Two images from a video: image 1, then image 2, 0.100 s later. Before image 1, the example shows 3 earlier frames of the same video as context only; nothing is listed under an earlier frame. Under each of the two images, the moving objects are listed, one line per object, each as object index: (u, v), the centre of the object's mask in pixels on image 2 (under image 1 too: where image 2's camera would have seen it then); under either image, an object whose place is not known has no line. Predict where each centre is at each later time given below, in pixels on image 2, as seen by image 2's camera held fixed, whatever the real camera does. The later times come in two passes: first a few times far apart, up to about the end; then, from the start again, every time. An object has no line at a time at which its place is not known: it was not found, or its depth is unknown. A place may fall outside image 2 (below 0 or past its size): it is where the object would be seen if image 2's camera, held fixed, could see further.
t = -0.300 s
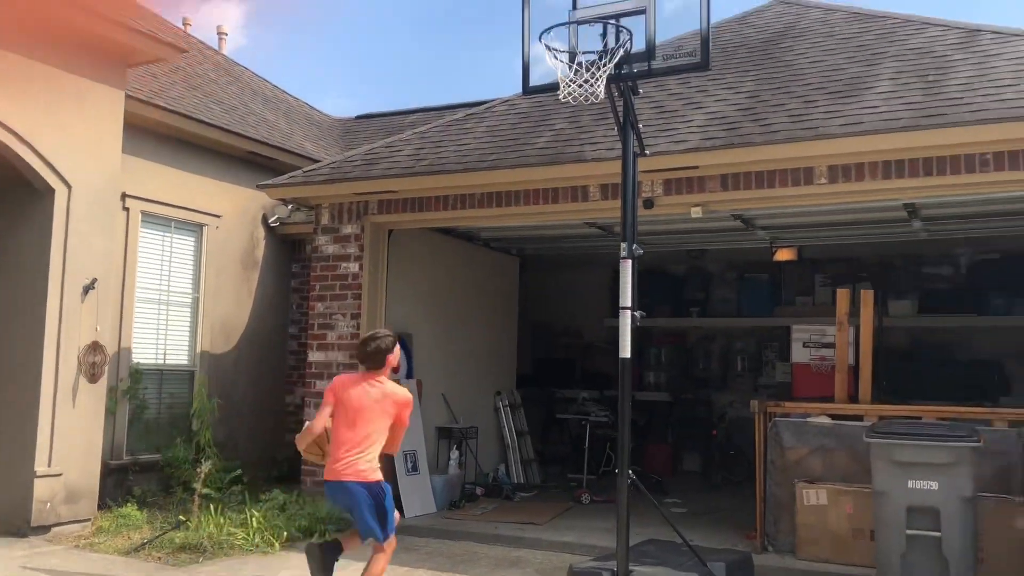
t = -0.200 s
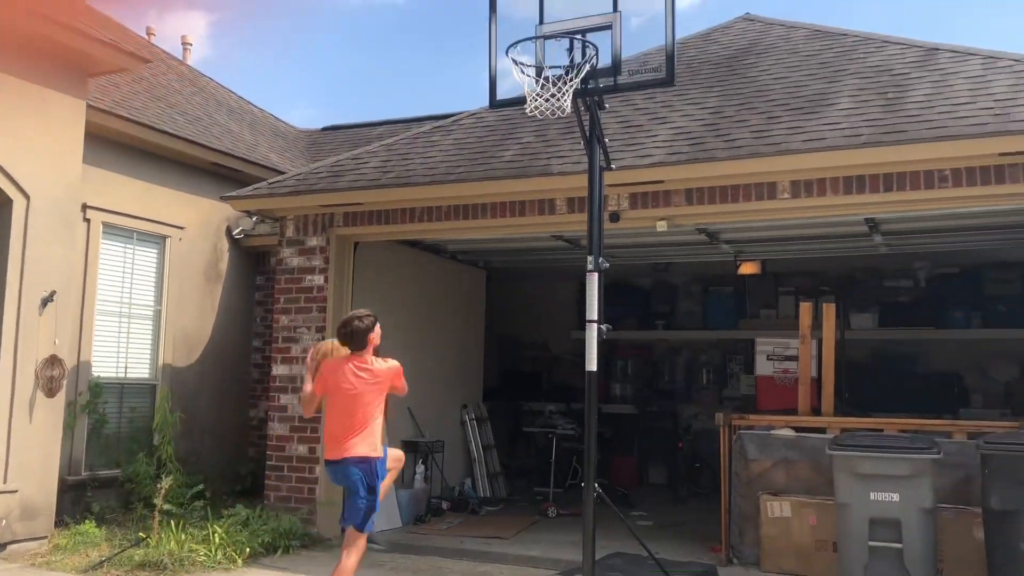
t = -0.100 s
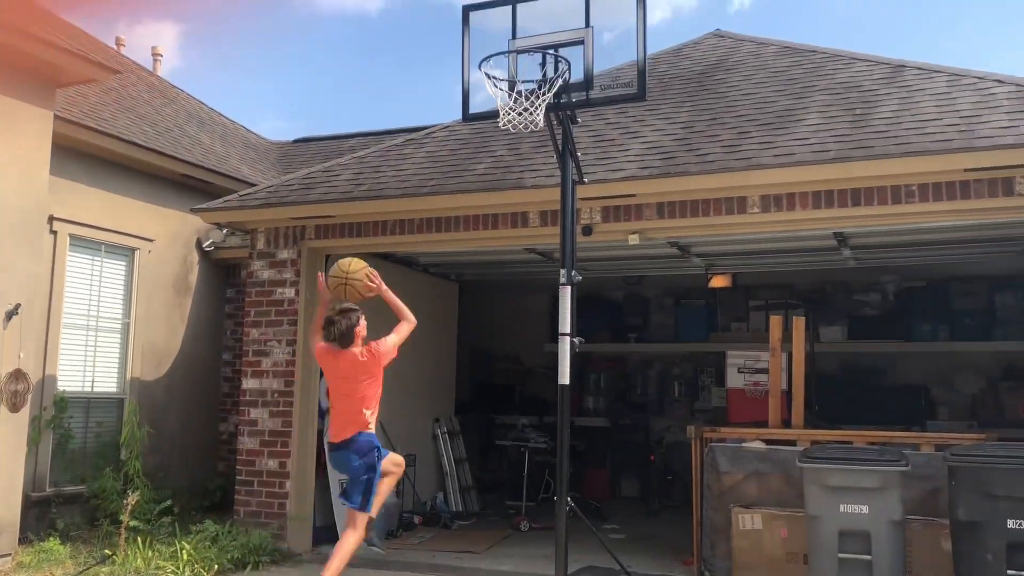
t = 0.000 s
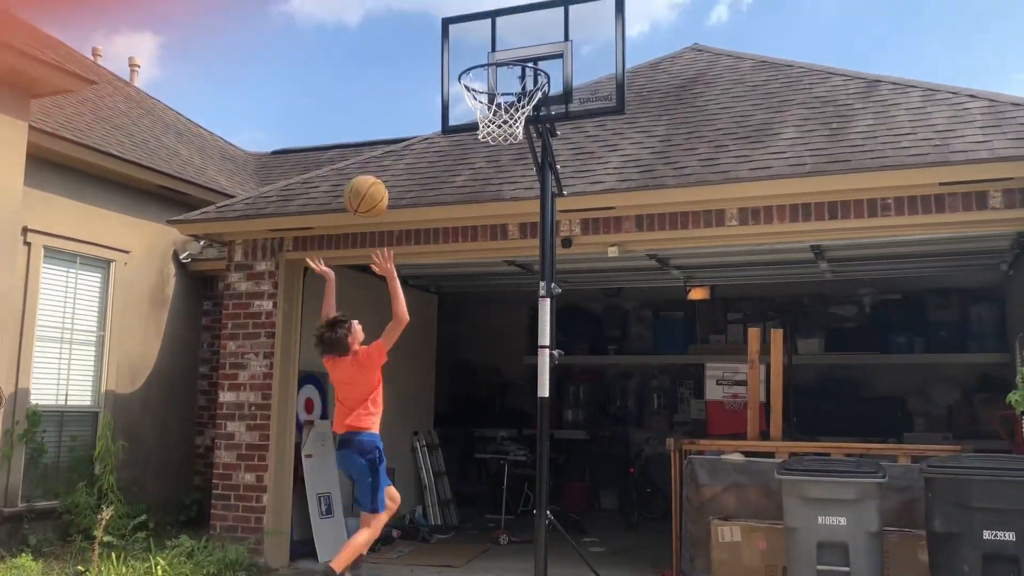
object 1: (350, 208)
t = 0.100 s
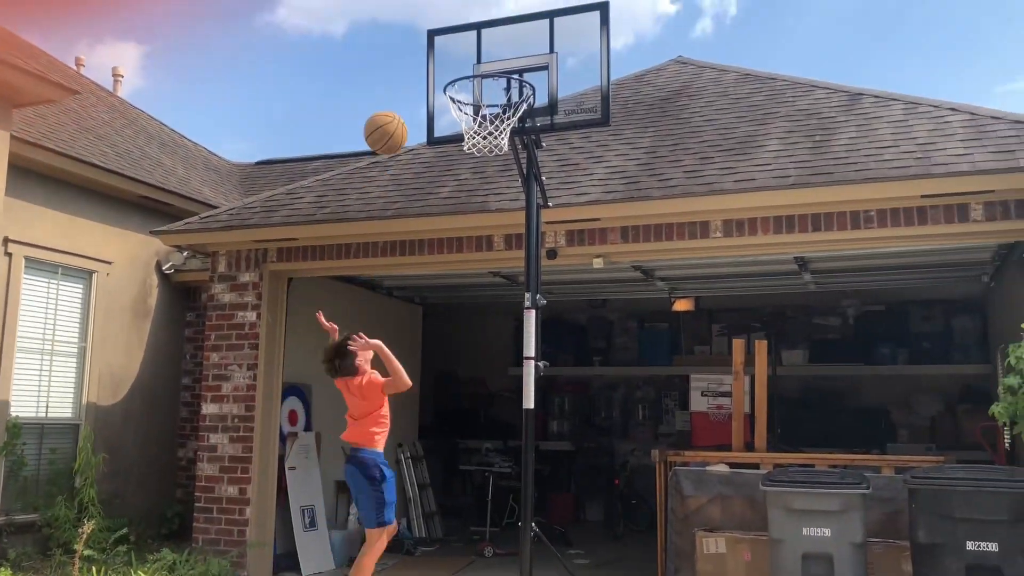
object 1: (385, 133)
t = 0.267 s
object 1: (441, 49)
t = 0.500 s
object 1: (494, 17)
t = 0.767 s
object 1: (510, 72)
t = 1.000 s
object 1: (471, 58)
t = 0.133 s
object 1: (397, 112)
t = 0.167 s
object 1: (408, 93)
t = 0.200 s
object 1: (419, 76)
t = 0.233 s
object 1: (430, 62)
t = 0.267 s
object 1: (441, 49)
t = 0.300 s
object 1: (451, 38)
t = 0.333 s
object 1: (462, 29)
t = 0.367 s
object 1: (472, 22)
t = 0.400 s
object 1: (482, 17)
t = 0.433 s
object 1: (488, 15)
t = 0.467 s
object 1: (491, 15)
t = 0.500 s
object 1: (494, 17)
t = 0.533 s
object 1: (498, 21)
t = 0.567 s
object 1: (501, 27)
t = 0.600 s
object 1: (504, 35)
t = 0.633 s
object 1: (508, 45)
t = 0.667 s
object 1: (512, 56)
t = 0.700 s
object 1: (515, 71)
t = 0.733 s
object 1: (515, 76)
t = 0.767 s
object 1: (510, 72)
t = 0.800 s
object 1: (505, 68)
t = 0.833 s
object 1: (500, 66)
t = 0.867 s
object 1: (495, 66)
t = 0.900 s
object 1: (488, 63)
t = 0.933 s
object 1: (482, 61)
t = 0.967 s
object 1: (476, 60)
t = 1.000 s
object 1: (471, 58)
